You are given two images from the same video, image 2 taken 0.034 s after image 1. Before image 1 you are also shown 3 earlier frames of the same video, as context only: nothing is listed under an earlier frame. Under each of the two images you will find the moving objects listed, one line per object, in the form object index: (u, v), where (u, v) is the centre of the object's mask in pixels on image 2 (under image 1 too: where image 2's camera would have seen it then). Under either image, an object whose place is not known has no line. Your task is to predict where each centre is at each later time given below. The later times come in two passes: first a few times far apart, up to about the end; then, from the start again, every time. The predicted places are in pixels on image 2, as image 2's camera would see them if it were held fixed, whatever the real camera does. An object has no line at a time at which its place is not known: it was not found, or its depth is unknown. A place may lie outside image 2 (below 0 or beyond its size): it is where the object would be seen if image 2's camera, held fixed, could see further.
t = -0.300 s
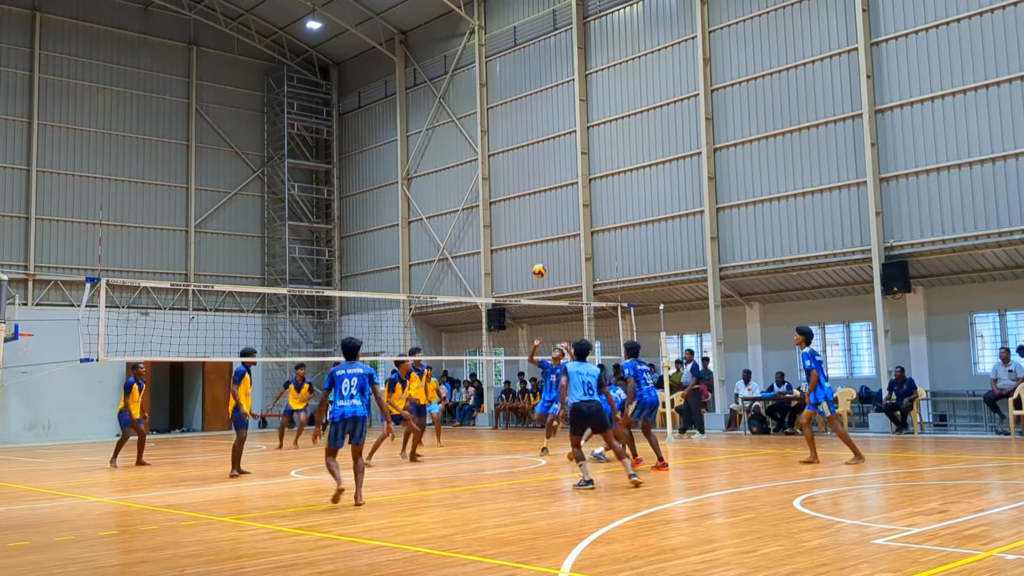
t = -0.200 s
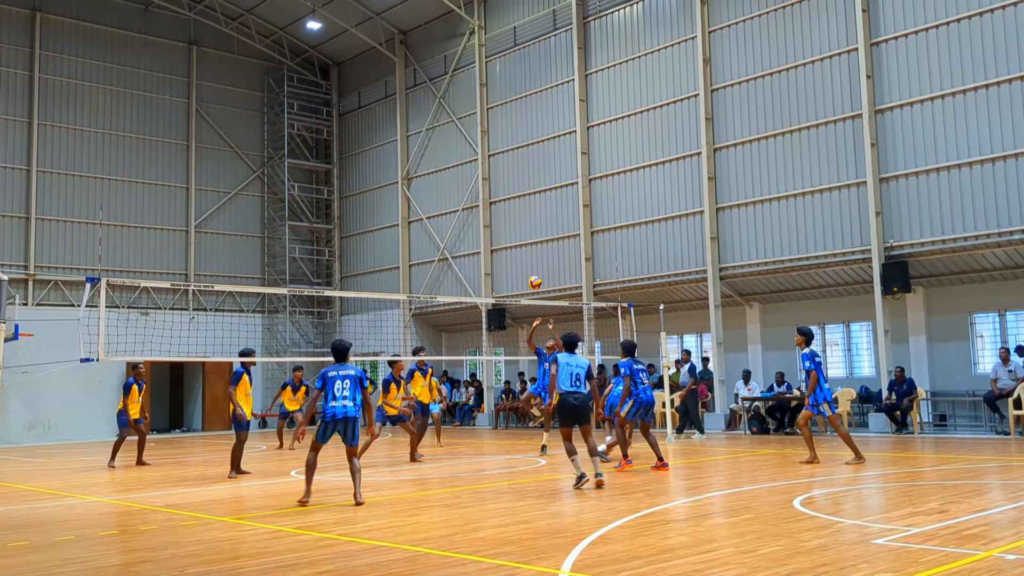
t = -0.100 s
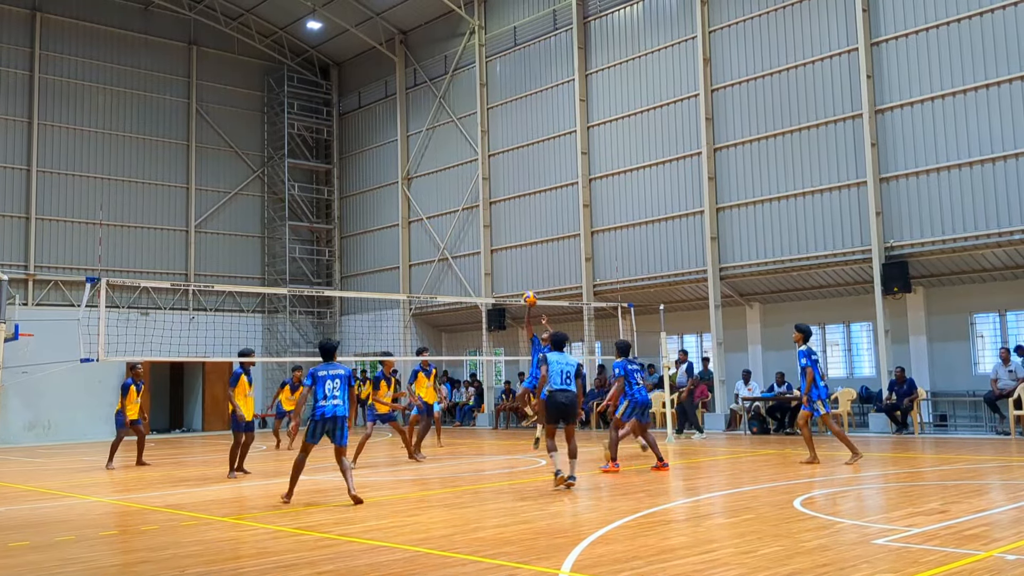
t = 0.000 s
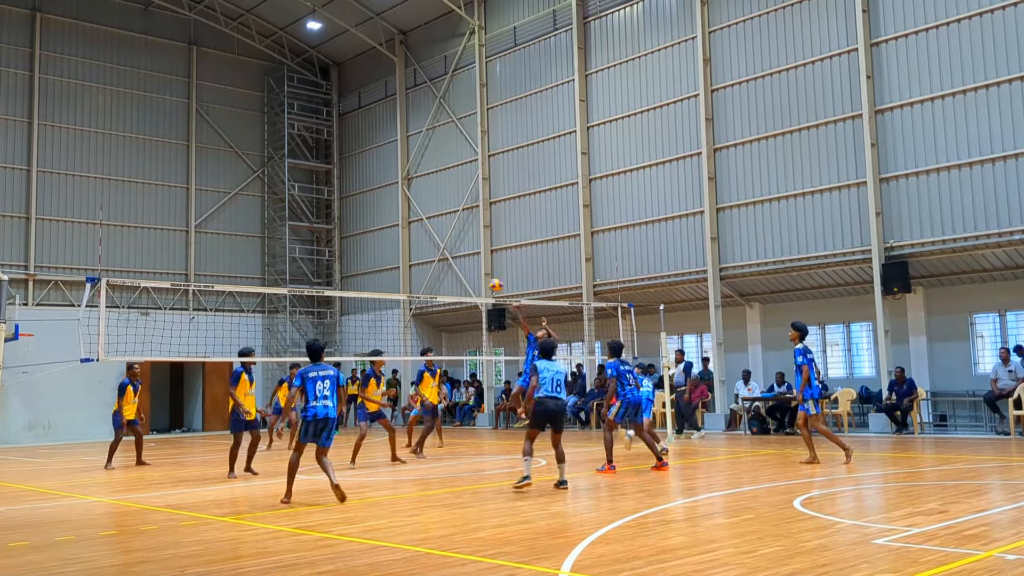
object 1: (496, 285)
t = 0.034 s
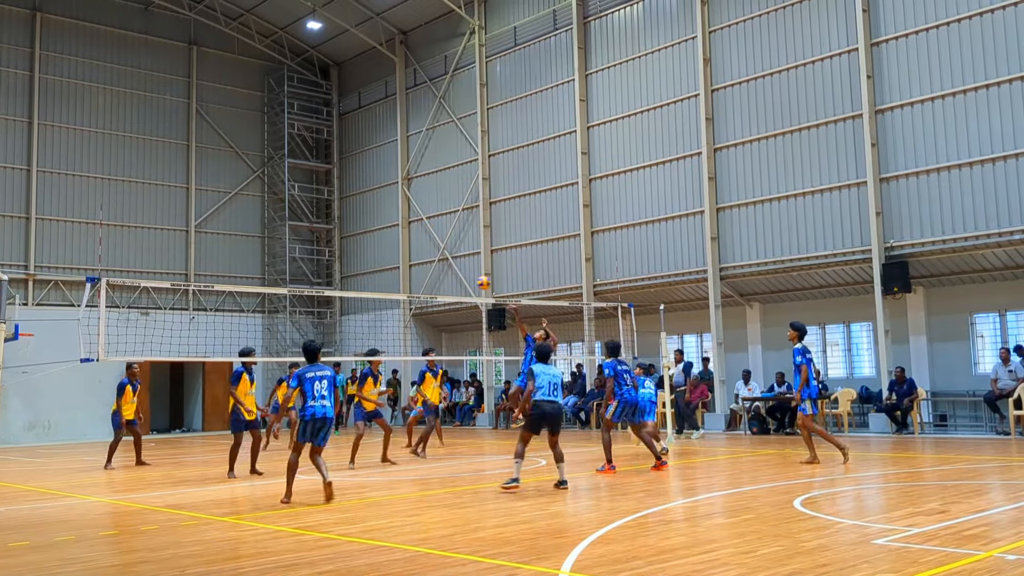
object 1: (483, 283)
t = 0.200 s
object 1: (425, 281)
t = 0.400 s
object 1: (360, 301)
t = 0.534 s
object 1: (318, 322)
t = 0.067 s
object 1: (471, 281)
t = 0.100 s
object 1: (459, 280)
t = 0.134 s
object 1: (448, 279)
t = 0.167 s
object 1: (436, 280)
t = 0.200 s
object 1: (425, 281)
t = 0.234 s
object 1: (414, 282)
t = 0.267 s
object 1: (403, 284)
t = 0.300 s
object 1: (392, 286)
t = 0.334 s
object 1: (382, 288)
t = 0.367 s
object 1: (371, 290)
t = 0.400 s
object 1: (360, 301)
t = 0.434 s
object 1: (349, 303)
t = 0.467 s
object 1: (339, 309)
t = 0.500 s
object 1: (328, 315)
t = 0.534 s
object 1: (318, 322)
